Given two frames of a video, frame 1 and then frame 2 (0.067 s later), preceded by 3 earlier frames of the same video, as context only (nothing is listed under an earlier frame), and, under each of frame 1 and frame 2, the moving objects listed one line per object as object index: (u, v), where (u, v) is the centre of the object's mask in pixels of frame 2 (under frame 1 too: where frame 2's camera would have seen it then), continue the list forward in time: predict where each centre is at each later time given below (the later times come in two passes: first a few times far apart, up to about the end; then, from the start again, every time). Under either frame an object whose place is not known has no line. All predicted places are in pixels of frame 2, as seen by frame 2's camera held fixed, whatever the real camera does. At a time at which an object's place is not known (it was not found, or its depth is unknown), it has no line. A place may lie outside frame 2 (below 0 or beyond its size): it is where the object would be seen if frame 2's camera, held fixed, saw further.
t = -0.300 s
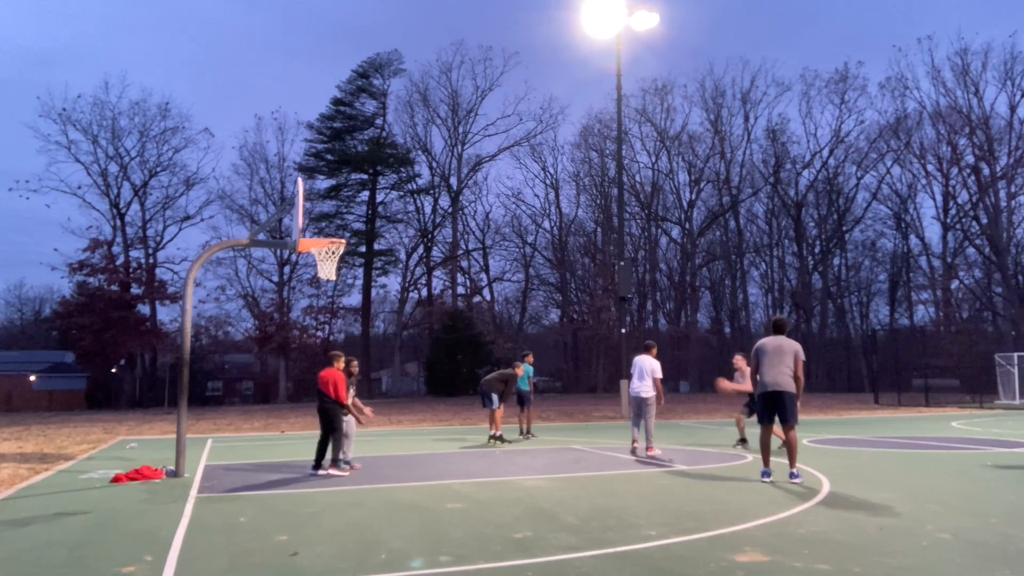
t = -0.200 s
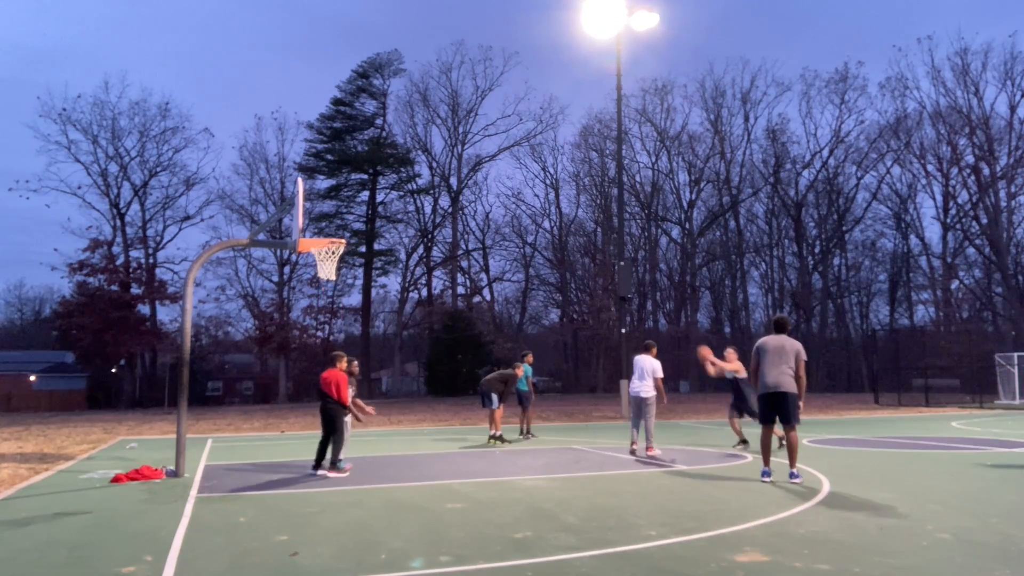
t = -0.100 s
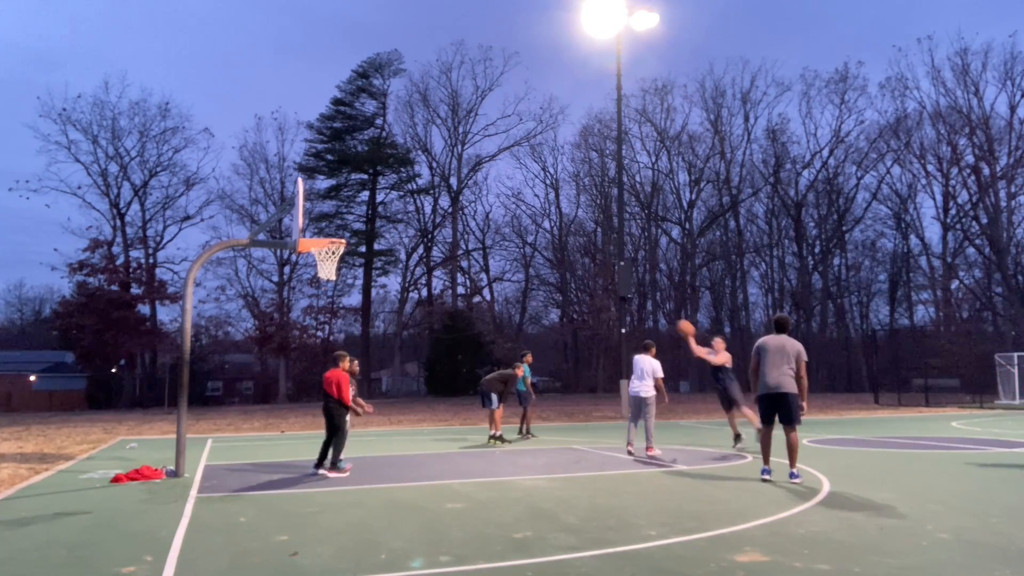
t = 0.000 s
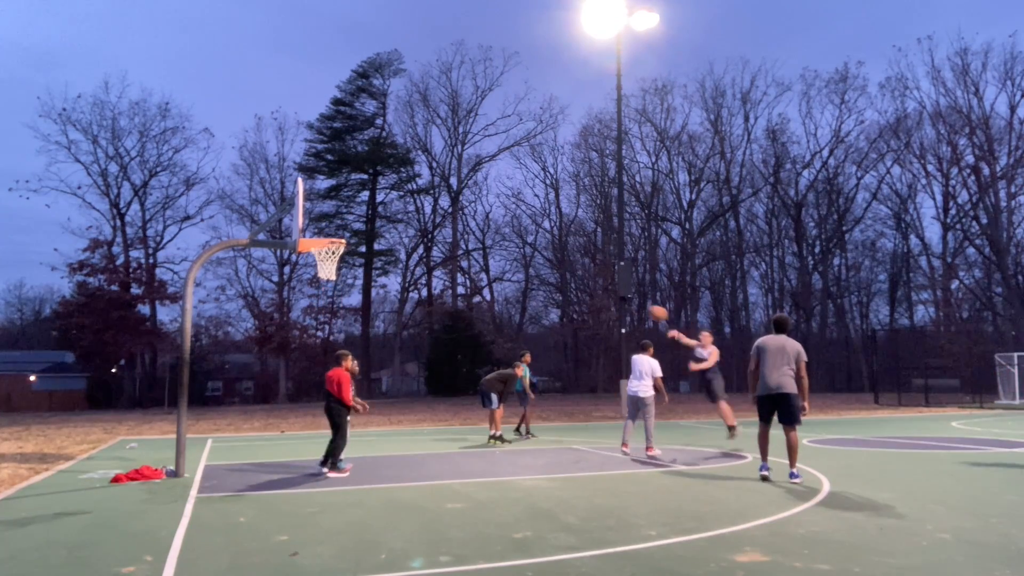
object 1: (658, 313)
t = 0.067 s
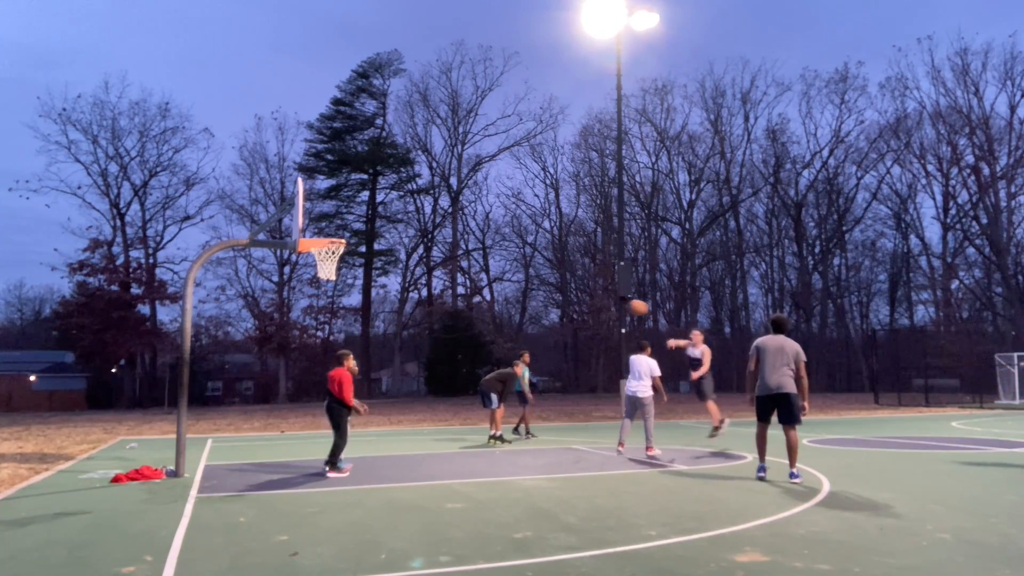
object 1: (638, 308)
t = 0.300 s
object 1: (565, 308)
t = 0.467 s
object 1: (506, 330)
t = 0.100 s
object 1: (628, 306)
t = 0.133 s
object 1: (618, 306)
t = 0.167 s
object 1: (608, 303)
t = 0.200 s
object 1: (597, 304)
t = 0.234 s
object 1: (587, 304)
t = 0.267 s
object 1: (575, 306)
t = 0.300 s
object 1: (565, 308)
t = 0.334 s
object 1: (554, 311)
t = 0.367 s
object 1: (542, 315)
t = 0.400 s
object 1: (530, 318)
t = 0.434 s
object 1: (518, 324)
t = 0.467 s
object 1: (506, 330)
